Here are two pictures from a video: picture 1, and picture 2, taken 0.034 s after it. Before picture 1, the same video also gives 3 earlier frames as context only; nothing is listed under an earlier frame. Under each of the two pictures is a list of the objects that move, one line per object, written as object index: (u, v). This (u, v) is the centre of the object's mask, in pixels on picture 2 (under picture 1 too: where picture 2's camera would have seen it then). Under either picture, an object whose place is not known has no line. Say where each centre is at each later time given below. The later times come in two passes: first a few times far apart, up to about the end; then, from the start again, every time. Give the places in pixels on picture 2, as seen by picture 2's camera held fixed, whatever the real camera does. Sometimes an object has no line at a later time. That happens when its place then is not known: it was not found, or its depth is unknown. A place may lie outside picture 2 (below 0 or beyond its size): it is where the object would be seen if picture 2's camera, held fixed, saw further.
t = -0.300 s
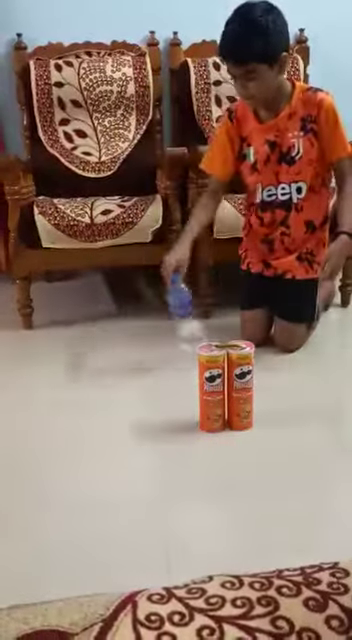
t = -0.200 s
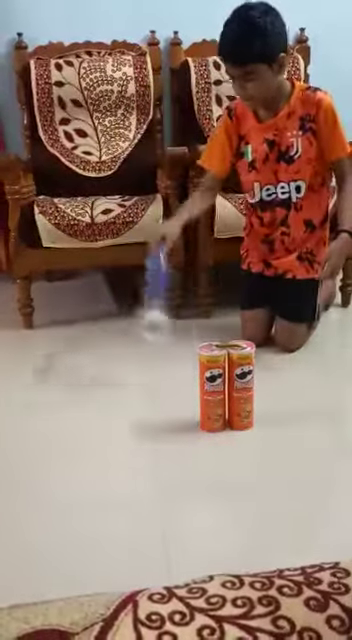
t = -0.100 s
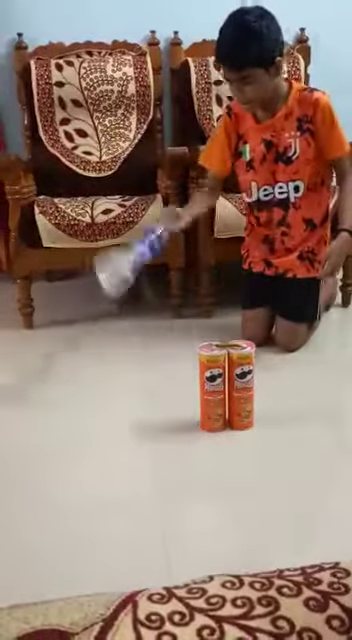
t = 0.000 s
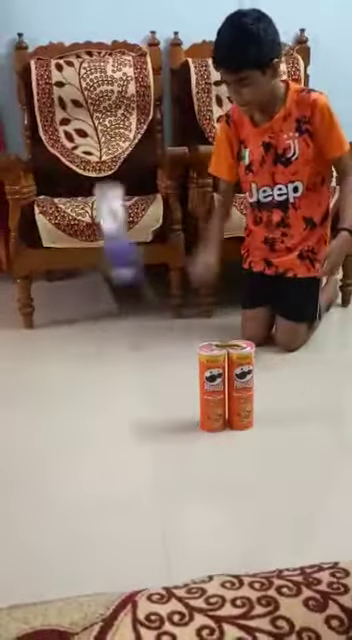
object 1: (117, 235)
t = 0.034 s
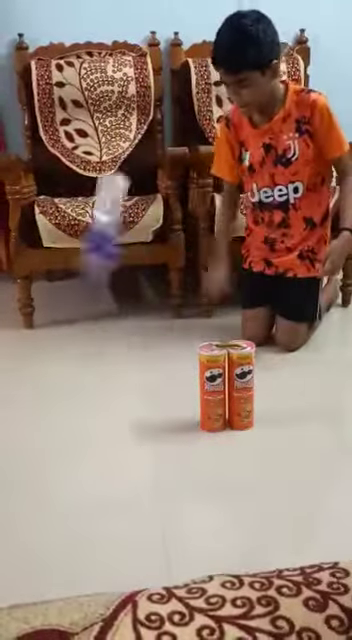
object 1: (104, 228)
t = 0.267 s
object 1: (108, 228)
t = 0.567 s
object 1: (136, 343)
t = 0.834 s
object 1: (156, 362)
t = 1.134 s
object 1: (166, 411)
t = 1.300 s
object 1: (171, 410)
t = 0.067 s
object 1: (102, 203)
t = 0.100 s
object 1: (91, 198)
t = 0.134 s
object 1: (91, 190)
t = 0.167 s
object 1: (94, 190)
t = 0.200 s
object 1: (99, 196)
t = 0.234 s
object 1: (104, 210)
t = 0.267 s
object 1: (108, 228)
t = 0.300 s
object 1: (111, 251)
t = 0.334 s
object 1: (113, 276)
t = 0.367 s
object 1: (114, 298)
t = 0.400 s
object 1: (115, 305)
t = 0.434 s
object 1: (122, 342)
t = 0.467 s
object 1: (127, 344)
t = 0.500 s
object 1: (131, 342)
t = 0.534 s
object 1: (133, 342)
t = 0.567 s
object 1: (136, 343)
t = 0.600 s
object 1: (138, 344)
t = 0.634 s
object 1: (139, 345)
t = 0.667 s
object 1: (140, 348)
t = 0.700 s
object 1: (142, 351)
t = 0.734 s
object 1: (144, 353)
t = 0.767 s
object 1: (148, 355)
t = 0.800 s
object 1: (152, 359)
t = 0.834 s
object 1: (156, 362)
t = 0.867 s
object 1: (161, 367)
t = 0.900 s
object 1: (166, 371)
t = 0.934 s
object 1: (171, 377)
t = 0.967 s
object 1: (173, 384)
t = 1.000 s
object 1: (176, 395)
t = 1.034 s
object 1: (176, 413)
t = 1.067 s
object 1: (166, 411)
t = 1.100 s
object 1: (167, 410)
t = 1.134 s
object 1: (166, 411)
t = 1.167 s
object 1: (166, 411)
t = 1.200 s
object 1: (166, 410)
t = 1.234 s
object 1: (168, 410)
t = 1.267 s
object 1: (169, 410)
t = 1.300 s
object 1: (171, 410)
